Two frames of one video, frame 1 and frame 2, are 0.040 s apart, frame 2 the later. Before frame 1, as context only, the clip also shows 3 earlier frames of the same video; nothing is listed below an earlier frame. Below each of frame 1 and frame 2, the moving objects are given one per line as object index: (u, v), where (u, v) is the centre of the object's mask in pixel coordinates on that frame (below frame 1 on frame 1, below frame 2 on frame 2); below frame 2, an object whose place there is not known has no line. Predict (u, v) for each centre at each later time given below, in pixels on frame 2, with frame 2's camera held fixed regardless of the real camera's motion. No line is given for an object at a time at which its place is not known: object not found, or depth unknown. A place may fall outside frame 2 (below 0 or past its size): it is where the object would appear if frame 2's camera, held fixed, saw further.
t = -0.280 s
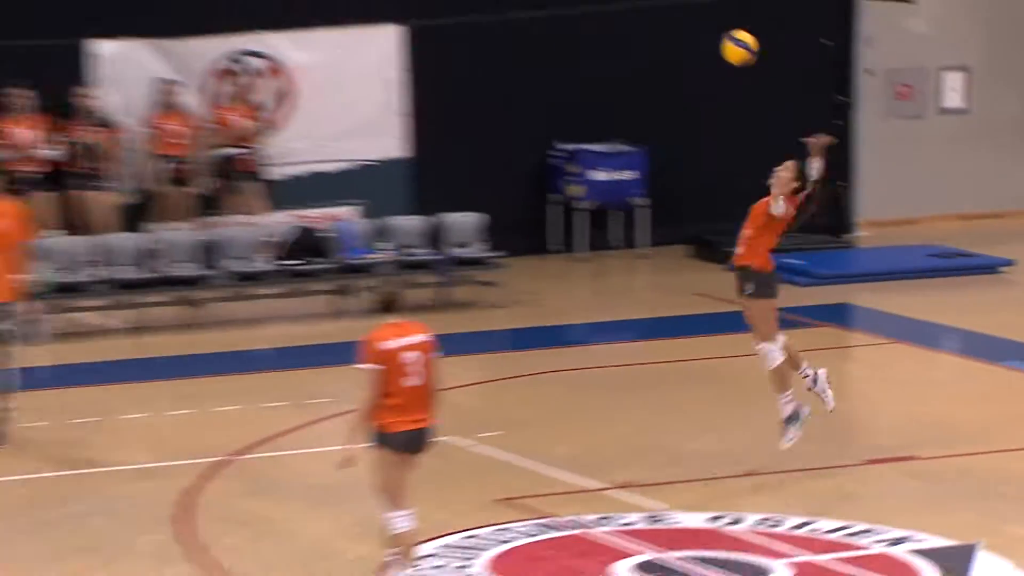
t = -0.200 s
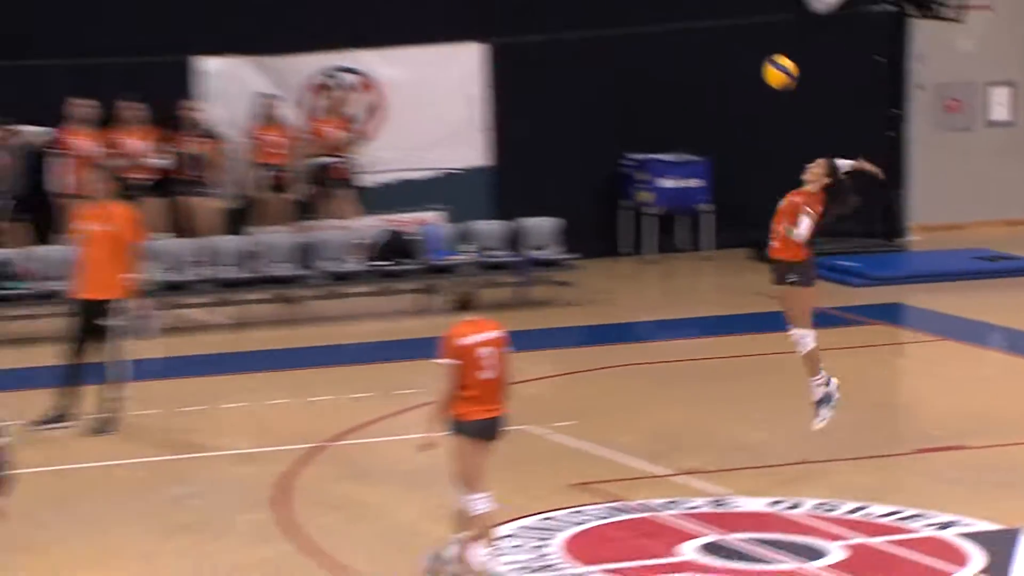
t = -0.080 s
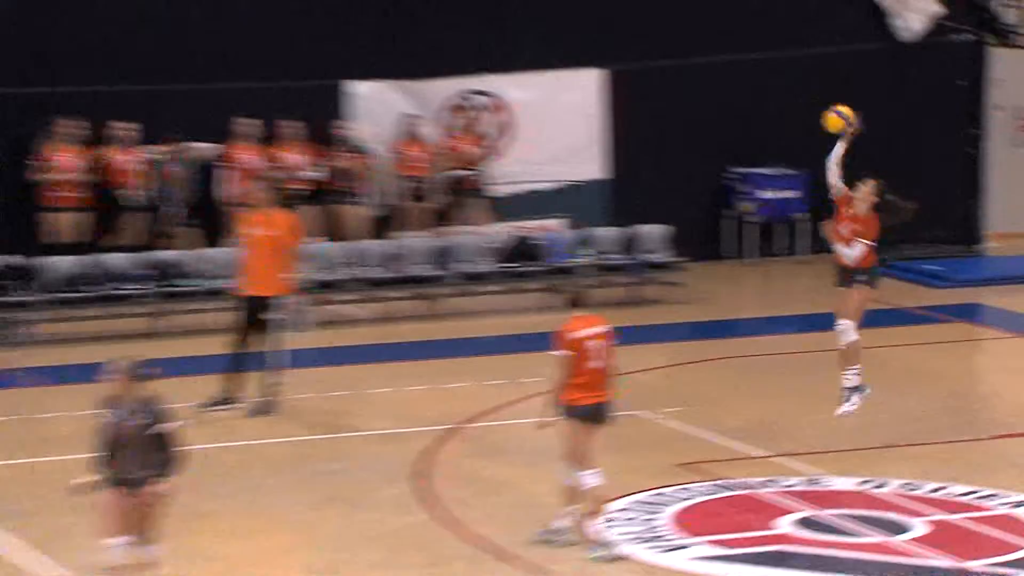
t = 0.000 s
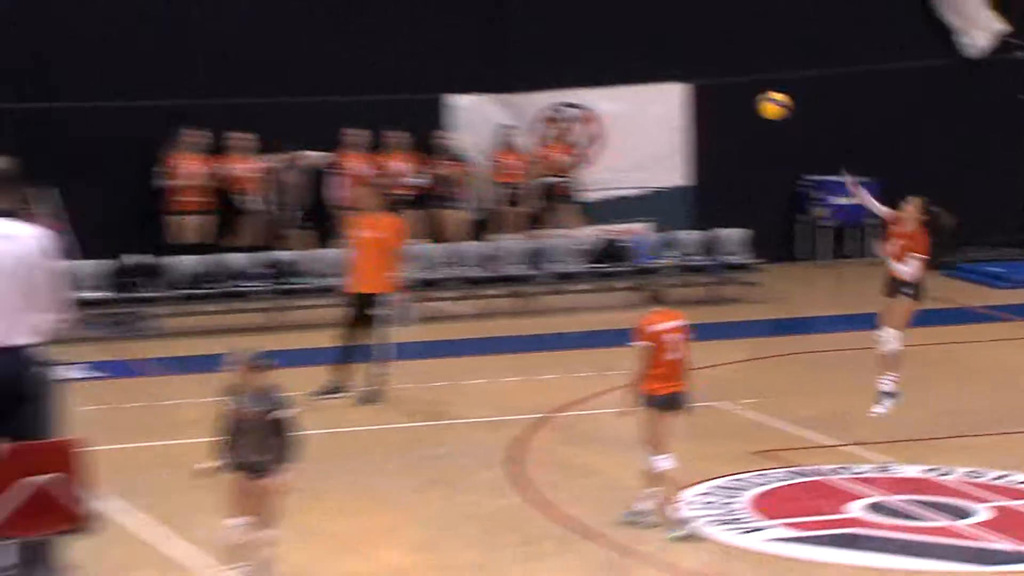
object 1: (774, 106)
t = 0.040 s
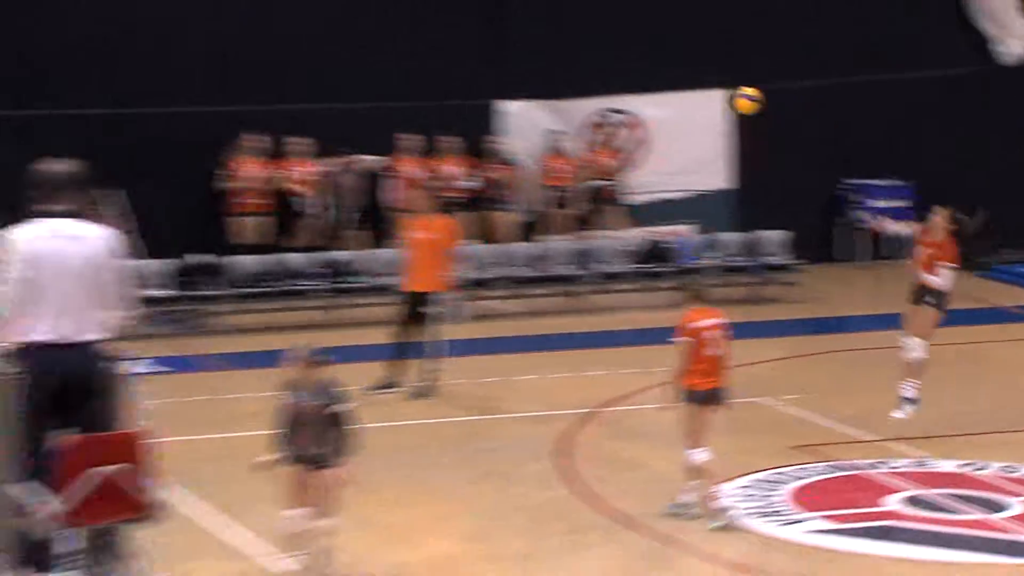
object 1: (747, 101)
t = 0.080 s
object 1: (674, 92)
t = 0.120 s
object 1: (602, 86)
